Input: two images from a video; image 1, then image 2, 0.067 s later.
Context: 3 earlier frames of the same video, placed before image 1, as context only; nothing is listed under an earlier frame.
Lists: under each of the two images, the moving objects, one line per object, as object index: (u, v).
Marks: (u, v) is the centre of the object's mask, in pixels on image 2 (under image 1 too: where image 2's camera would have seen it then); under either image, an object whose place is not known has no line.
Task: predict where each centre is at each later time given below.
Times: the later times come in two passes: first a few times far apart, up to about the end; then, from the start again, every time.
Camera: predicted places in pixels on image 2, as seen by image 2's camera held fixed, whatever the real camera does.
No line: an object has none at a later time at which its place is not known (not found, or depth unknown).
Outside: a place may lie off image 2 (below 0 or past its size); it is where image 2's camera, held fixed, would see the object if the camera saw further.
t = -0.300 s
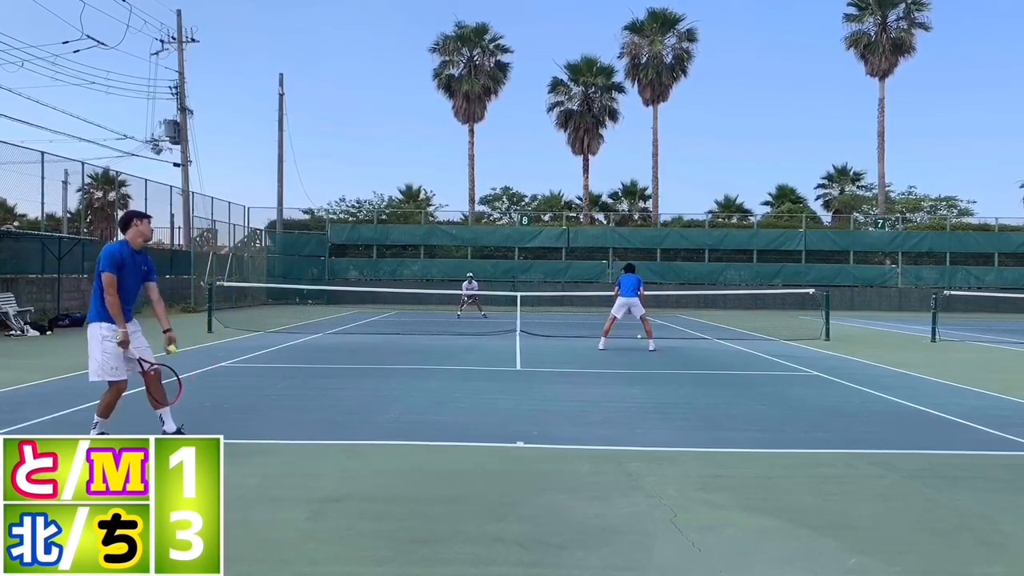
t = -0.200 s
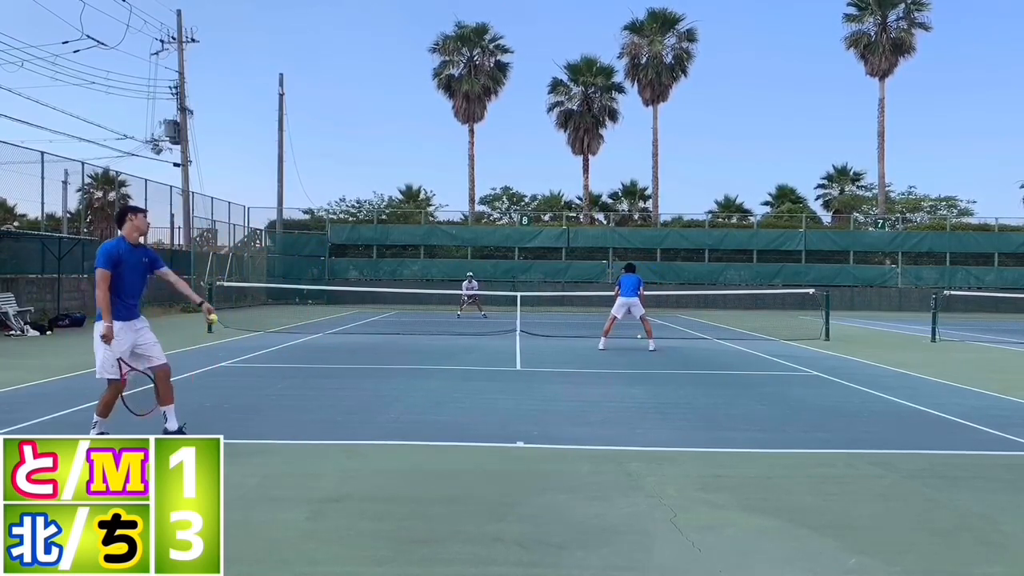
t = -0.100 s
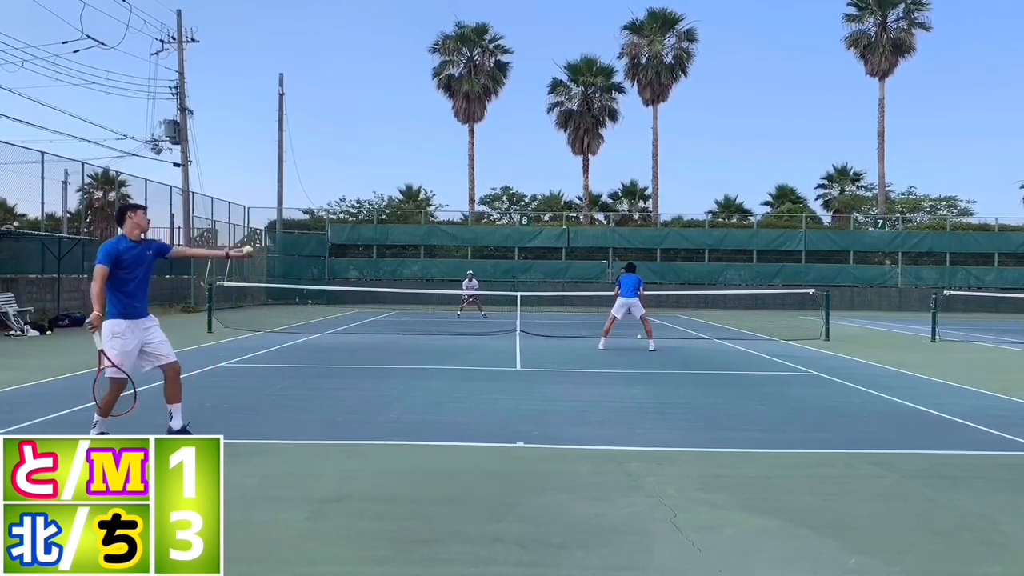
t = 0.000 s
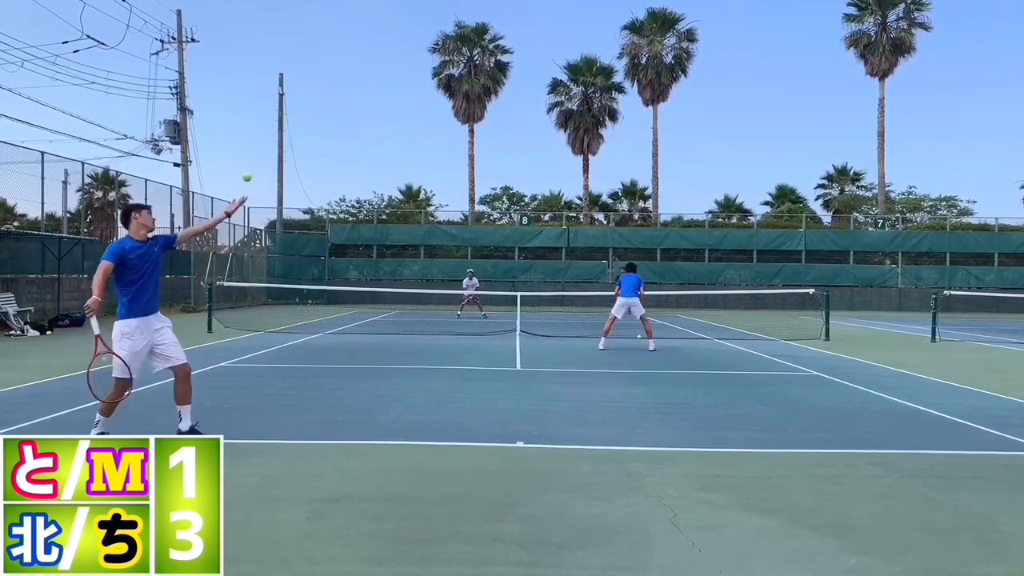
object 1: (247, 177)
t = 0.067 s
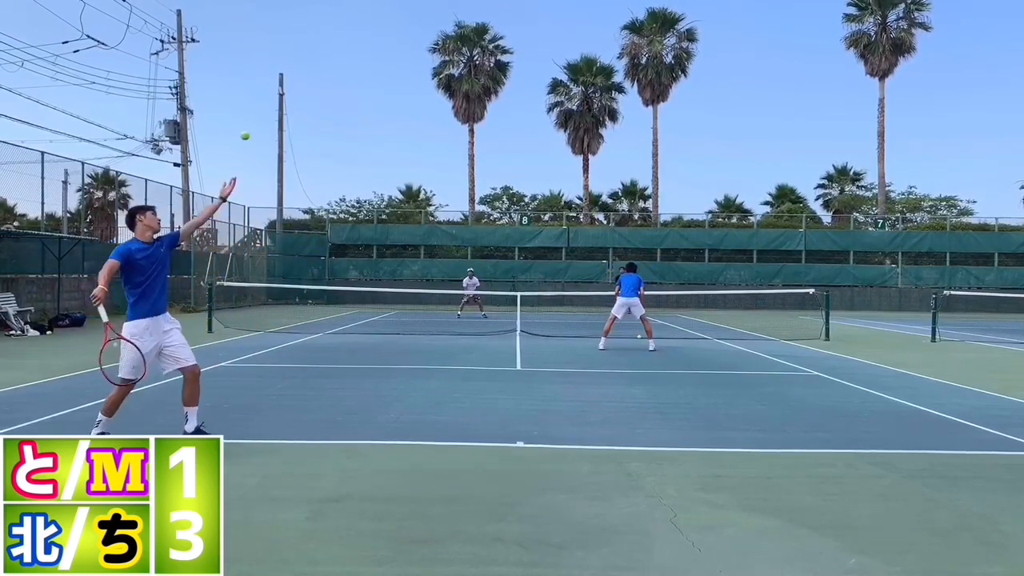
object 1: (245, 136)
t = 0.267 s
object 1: (239, 47)
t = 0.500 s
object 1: (231, 11)
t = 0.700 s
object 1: (224, 35)
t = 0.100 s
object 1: (244, 117)
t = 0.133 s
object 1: (243, 100)
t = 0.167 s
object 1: (242, 85)
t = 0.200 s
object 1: (241, 70)
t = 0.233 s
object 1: (240, 58)
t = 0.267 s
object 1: (239, 47)
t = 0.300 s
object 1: (238, 37)
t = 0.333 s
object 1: (236, 30)
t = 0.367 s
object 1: (235, 23)
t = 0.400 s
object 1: (234, 18)
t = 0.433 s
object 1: (233, 14)
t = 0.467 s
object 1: (232, 12)
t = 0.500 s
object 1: (231, 11)
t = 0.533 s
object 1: (230, 11)
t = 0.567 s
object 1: (229, 13)
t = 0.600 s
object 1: (227, 17)
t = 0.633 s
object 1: (226, 22)
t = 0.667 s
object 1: (225, 28)
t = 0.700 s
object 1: (224, 35)
